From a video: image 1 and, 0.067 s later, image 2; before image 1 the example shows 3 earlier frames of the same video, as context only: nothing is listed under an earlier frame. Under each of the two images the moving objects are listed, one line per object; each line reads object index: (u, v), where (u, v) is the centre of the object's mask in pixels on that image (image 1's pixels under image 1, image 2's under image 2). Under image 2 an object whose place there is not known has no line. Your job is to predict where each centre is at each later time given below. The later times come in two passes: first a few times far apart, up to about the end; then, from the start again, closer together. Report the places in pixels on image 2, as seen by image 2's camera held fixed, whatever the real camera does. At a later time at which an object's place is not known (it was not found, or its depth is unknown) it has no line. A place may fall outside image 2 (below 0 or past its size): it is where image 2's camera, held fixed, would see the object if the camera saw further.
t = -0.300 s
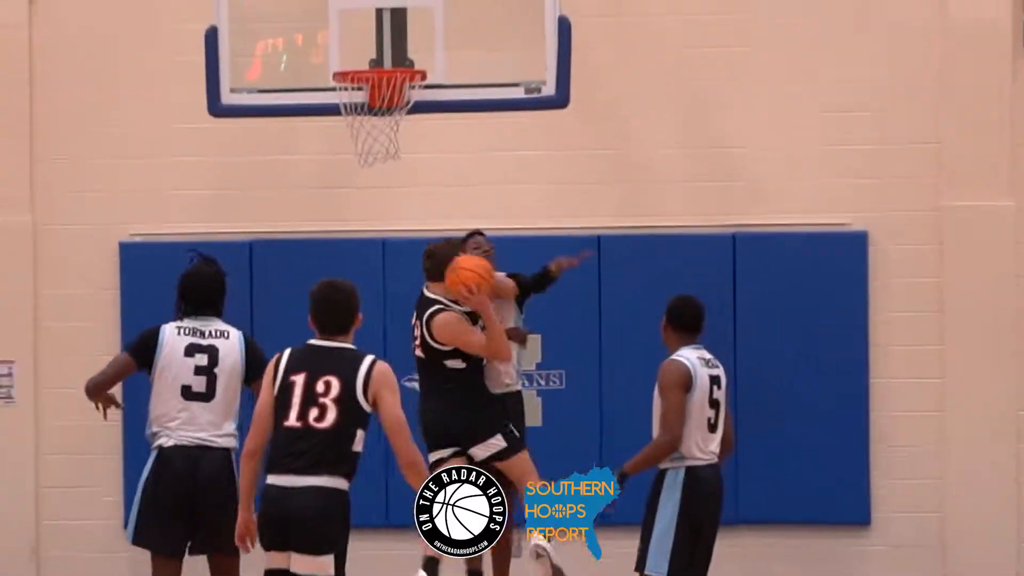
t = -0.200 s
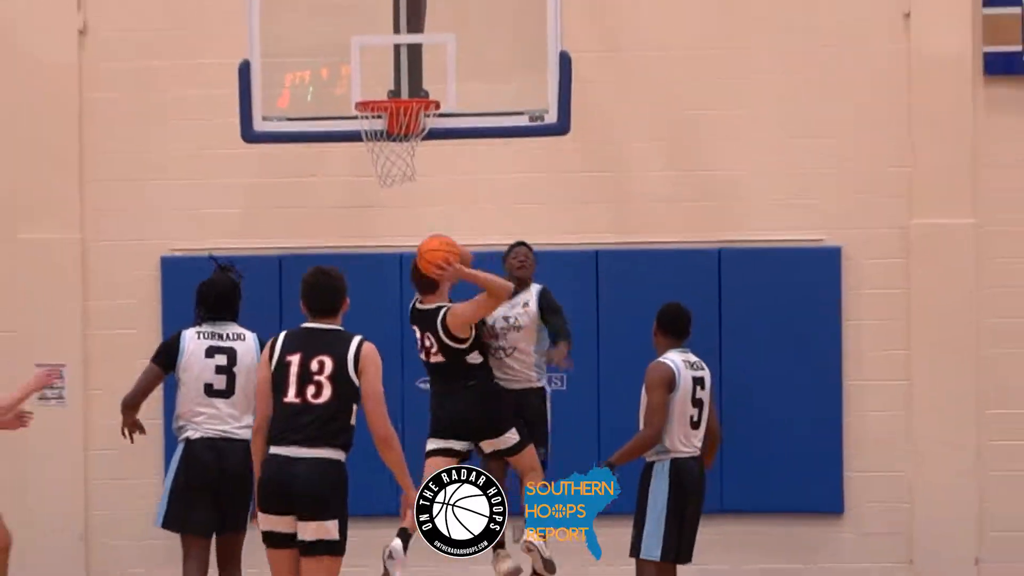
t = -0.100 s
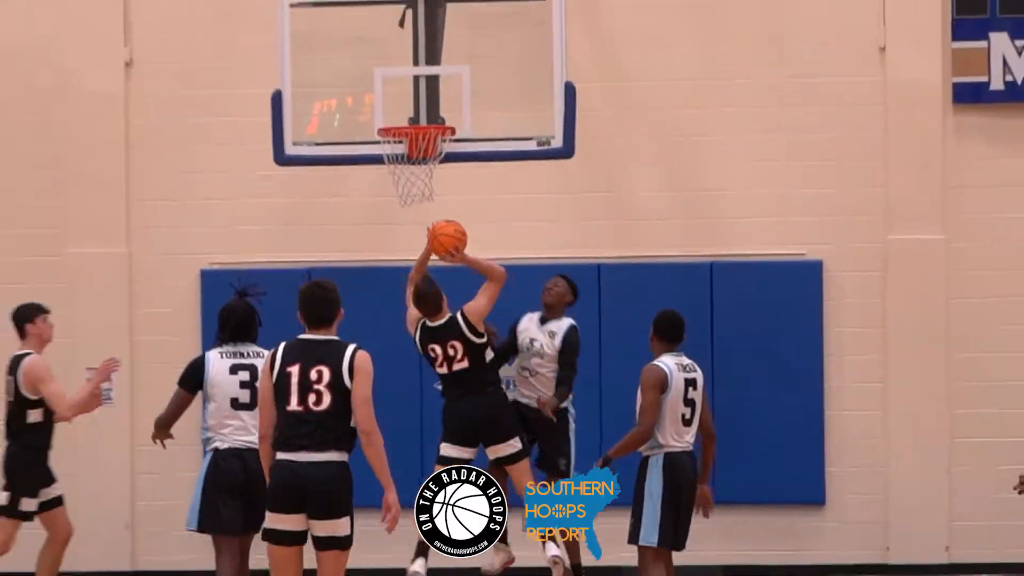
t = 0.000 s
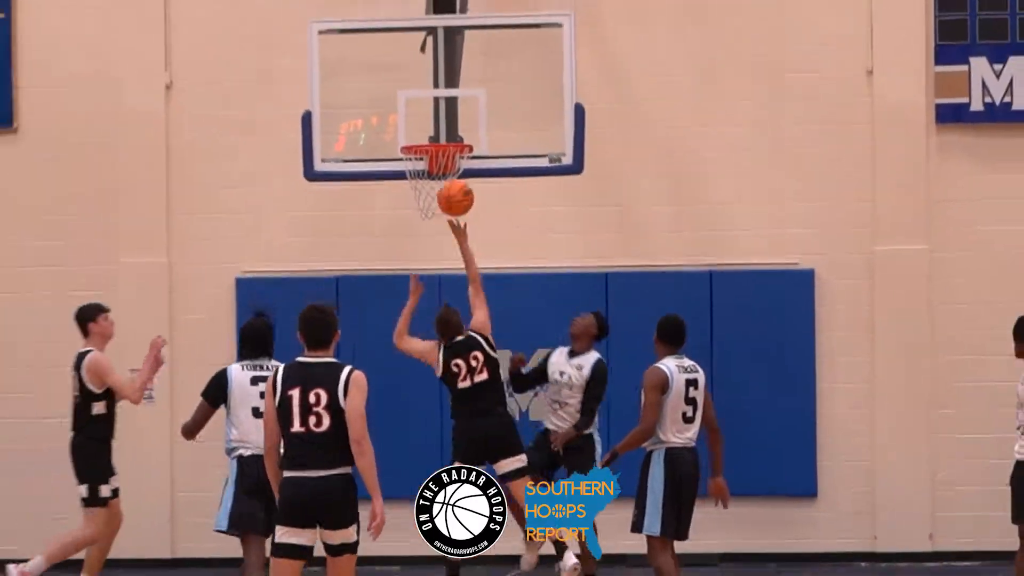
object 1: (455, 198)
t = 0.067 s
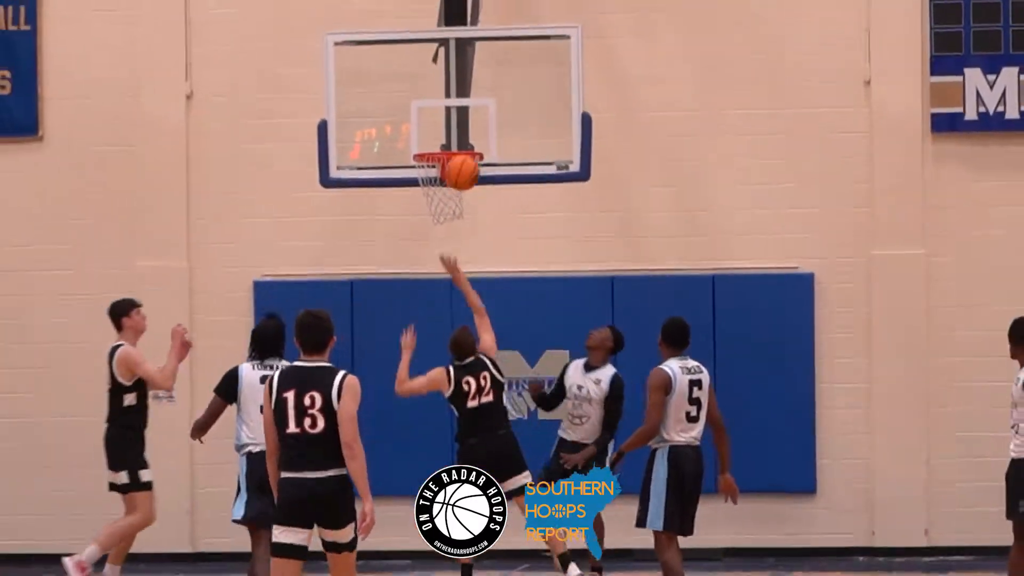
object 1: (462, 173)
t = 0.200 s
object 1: (455, 131)
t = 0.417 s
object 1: (453, 121)
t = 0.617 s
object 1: (453, 169)
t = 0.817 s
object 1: (451, 250)
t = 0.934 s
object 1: (449, 316)
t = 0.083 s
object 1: (461, 166)
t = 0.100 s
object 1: (458, 161)
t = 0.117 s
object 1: (457, 159)
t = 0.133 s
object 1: (456, 156)
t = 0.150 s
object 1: (455, 153)
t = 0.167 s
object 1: (455, 151)
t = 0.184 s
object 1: (455, 134)
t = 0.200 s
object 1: (455, 131)
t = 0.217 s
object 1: (455, 128)
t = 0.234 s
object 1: (455, 125)
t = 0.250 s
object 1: (455, 123)
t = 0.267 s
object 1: (454, 120)
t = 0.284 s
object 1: (454, 119)
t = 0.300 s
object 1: (454, 118)
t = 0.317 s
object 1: (453, 118)
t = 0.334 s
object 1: (453, 118)
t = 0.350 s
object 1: (453, 118)
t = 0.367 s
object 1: (453, 118)
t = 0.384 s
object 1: (453, 119)
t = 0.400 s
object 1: (453, 120)
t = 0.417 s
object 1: (453, 121)
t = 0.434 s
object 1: (453, 122)
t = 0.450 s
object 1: (453, 124)
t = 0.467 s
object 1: (453, 127)
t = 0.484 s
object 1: (453, 130)
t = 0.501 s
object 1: (453, 134)
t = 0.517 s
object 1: (453, 137)
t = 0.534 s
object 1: (453, 140)
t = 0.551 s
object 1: (453, 142)
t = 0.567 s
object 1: (453, 145)
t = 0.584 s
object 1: (454, 147)
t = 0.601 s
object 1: (453, 165)
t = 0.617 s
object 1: (453, 169)
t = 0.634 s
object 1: (454, 175)
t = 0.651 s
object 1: (454, 182)
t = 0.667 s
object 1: (454, 188)
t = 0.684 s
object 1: (454, 195)
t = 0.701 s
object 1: (454, 201)
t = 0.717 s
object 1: (453, 207)
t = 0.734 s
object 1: (452, 214)
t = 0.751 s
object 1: (453, 221)
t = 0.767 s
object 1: (452, 228)
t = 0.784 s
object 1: (452, 234)
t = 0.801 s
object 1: (451, 242)
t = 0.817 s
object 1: (451, 250)
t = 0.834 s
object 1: (451, 259)
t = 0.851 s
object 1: (450, 267)
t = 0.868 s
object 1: (450, 276)
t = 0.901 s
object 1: (450, 295)
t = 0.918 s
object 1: (450, 305)
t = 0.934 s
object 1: (449, 316)
